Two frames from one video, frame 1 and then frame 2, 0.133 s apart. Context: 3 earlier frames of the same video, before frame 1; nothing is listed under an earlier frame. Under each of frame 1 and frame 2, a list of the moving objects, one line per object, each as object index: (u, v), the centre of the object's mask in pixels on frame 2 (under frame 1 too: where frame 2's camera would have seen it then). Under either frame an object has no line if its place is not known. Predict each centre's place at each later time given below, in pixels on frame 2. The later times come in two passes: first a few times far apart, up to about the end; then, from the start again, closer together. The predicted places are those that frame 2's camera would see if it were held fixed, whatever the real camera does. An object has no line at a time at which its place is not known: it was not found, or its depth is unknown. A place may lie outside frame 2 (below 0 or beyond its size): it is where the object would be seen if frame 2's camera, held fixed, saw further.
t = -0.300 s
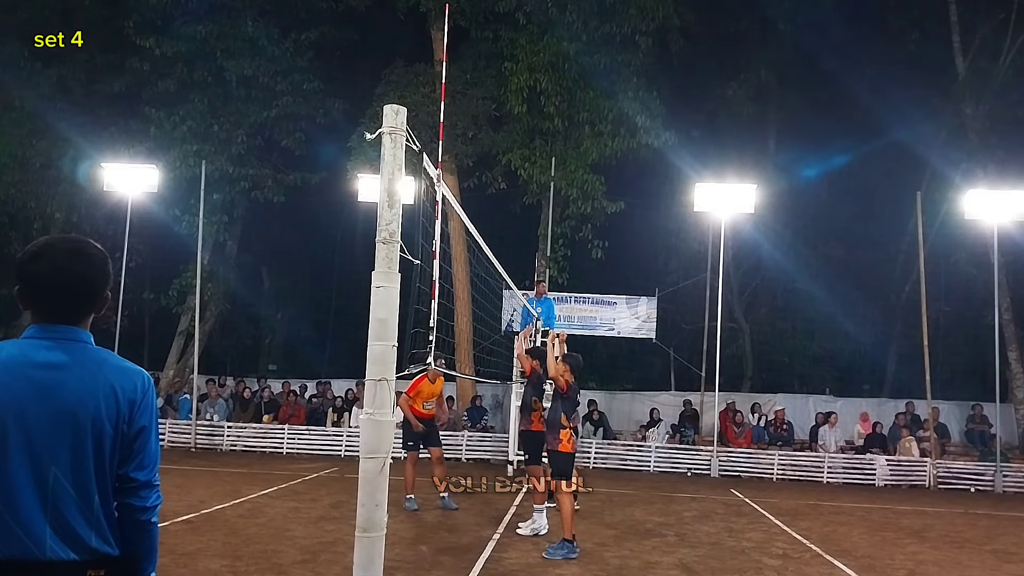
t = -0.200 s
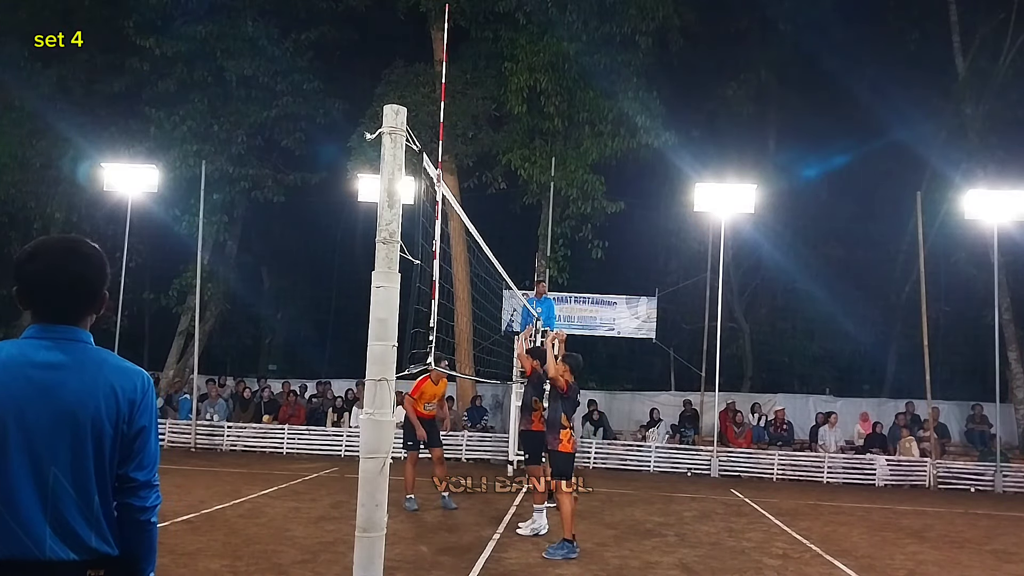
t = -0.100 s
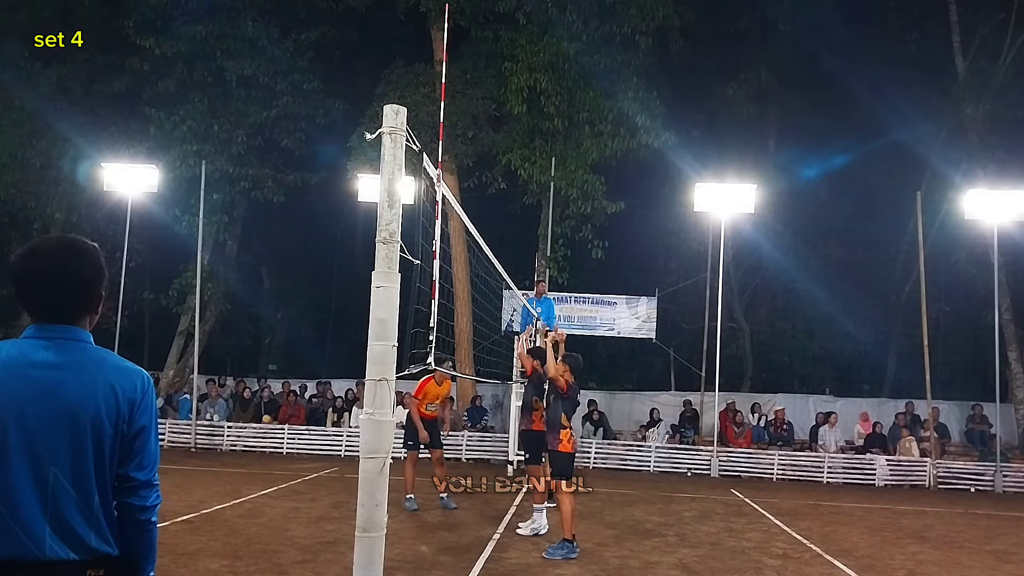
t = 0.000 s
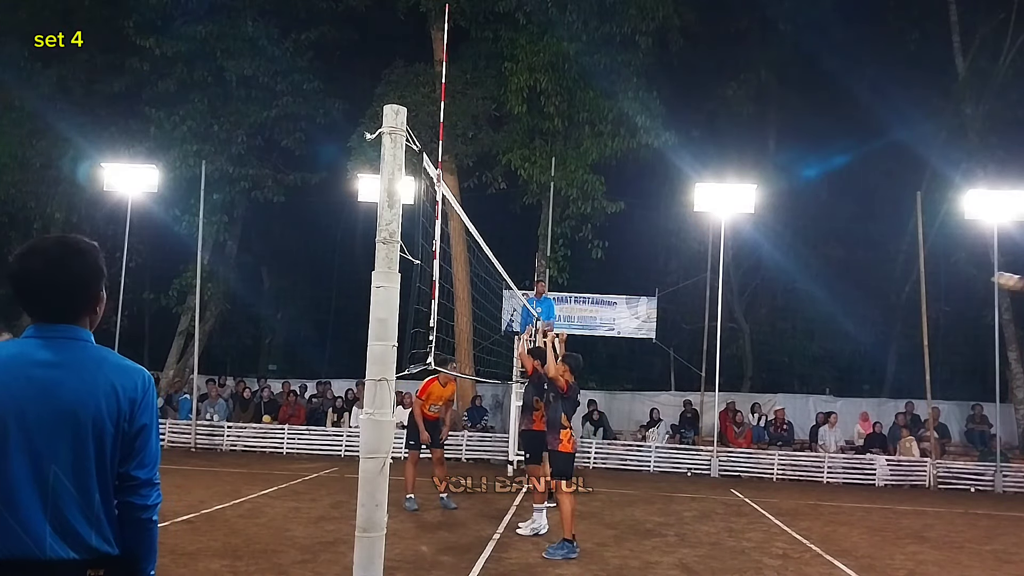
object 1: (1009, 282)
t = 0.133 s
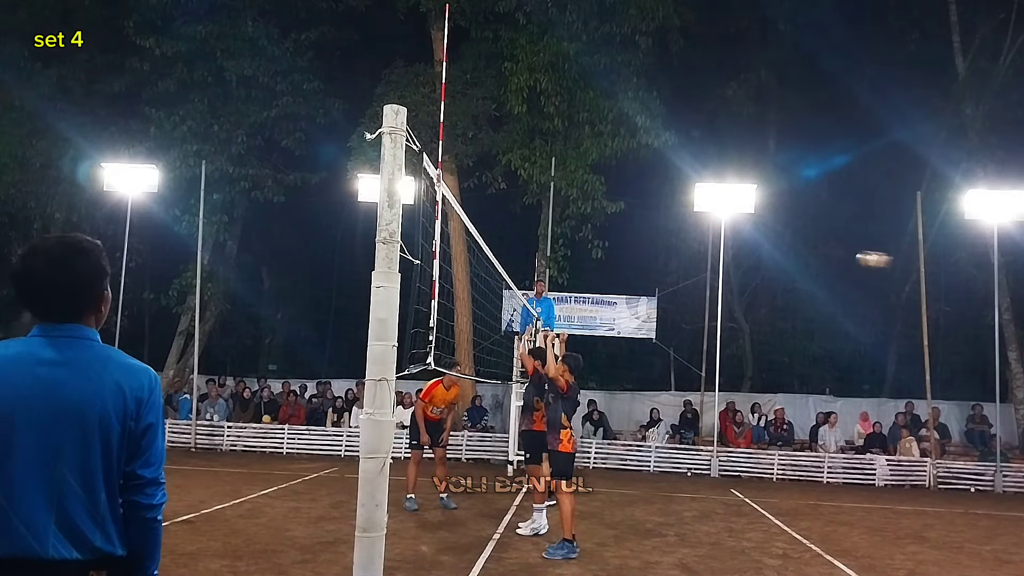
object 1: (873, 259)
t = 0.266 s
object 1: (740, 248)
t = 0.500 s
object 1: (502, 264)
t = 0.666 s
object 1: (330, 300)
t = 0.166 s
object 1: (841, 256)
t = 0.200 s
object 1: (807, 253)
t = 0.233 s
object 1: (772, 250)
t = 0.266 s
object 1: (740, 248)
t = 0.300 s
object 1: (704, 248)
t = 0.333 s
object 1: (669, 250)
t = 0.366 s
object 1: (636, 252)
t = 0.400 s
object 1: (602, 254)
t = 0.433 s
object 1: (568, 257)
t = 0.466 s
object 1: (535, 261)
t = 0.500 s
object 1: (502, 264)
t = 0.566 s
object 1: (432, 277)
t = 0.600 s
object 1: (406, 282)
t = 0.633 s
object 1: (359, 292)
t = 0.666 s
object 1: (330, 300)
